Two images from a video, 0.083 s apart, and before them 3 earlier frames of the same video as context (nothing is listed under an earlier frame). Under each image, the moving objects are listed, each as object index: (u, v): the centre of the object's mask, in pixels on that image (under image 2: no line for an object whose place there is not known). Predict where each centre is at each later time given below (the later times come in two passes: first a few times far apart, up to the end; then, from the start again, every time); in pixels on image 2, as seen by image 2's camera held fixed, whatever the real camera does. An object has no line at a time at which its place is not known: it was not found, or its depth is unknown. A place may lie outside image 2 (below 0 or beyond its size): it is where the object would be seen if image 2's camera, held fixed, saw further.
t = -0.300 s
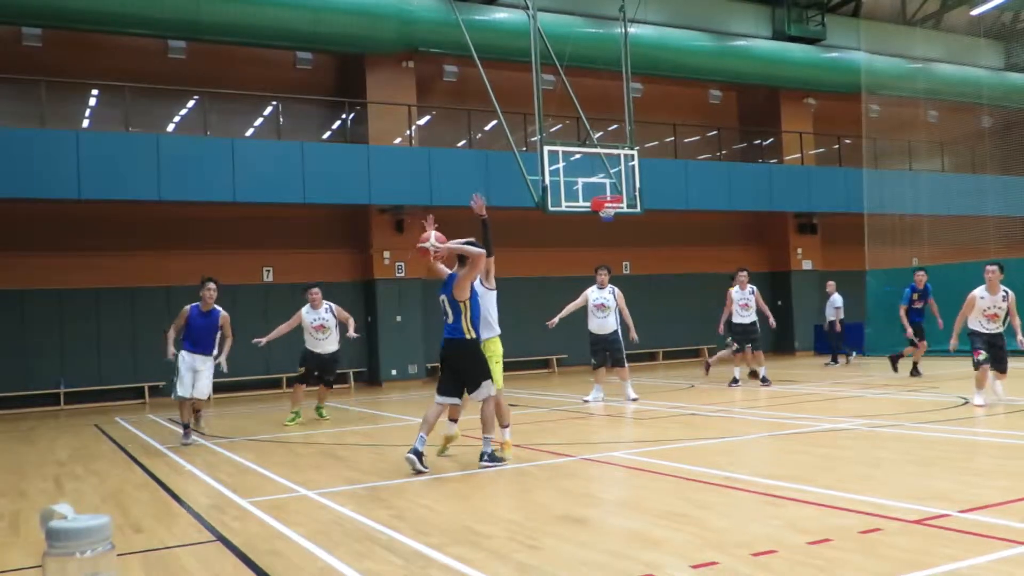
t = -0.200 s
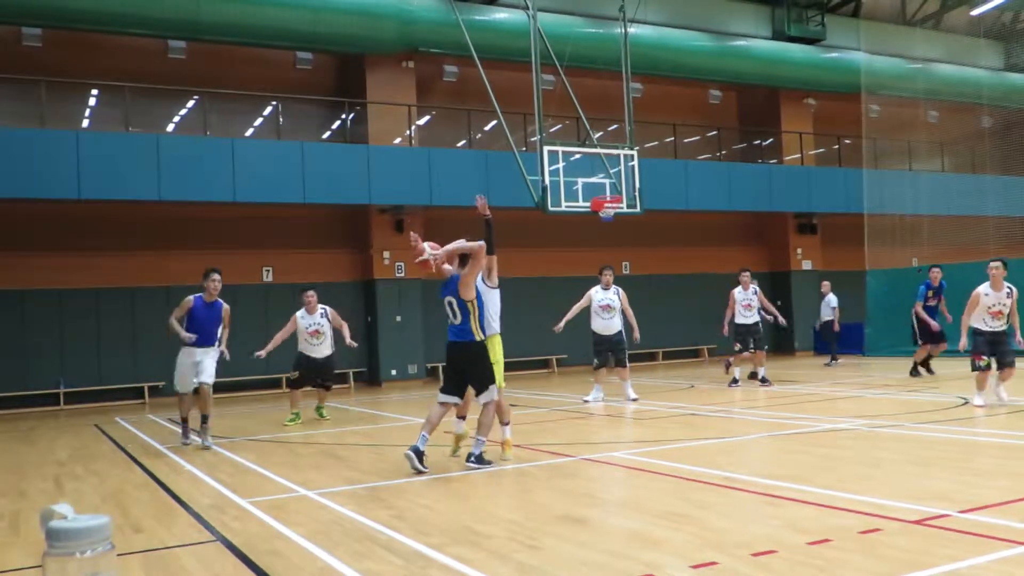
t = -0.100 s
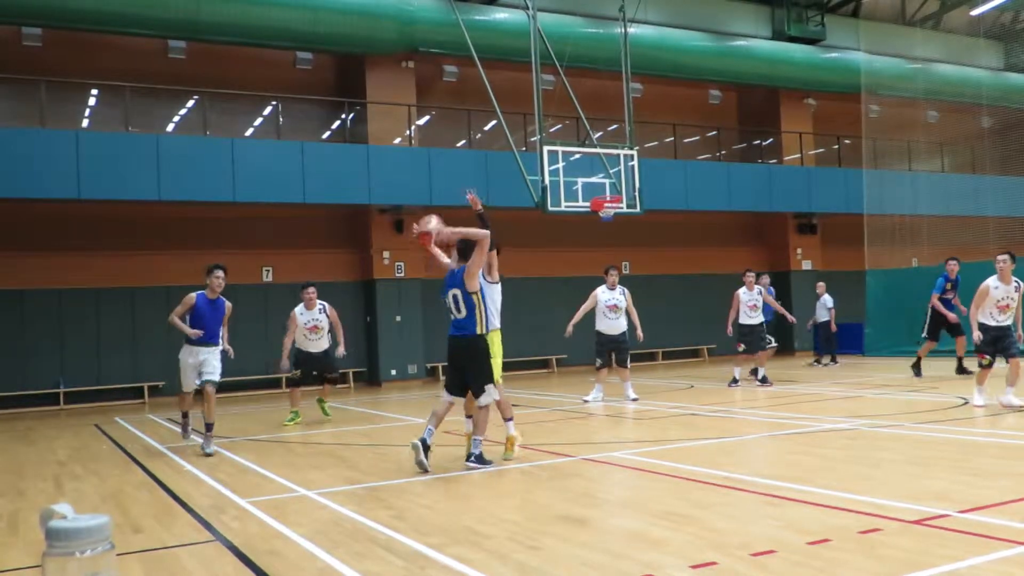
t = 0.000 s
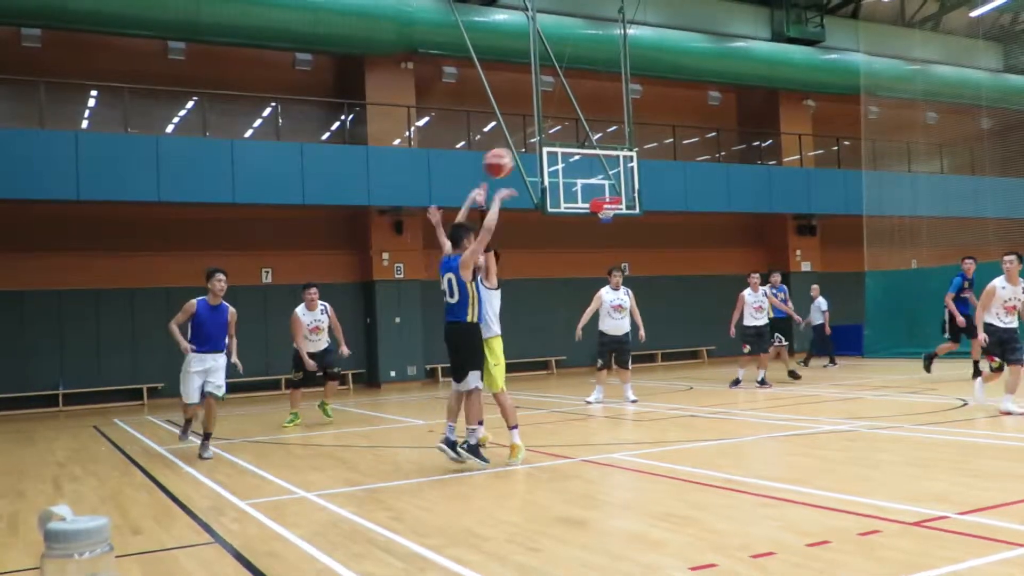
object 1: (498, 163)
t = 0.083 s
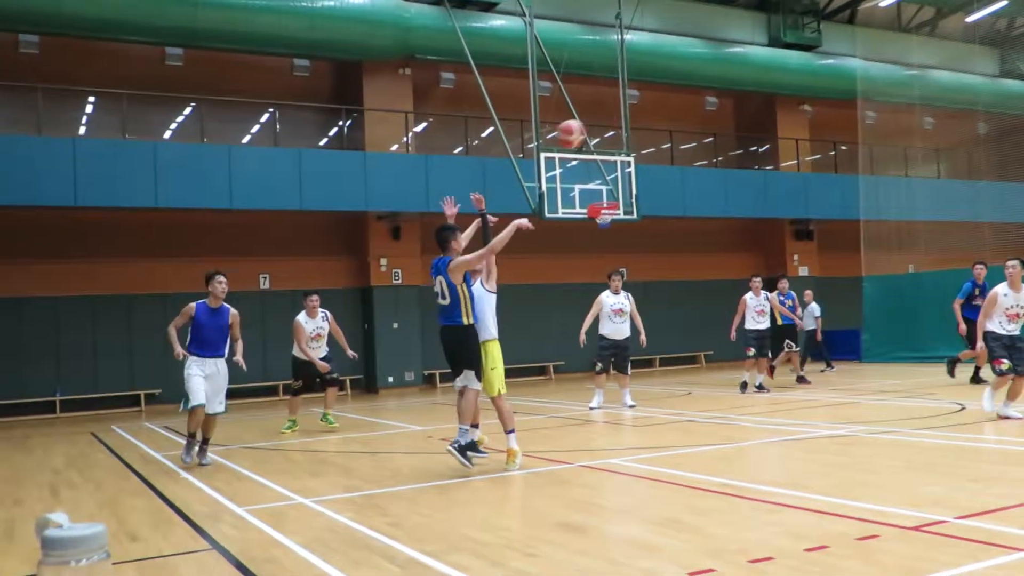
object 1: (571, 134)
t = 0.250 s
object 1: (699, 97)
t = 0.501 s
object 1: (853, 103)
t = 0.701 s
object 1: (953, 145)
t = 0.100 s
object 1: (585, 127)
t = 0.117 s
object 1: (599, 122)
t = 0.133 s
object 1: (612, 118)
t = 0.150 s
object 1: (625, 114)
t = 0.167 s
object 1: (639, 110)
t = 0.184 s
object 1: (652, 107)
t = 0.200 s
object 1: (664, 104)
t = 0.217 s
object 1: (676, 101)
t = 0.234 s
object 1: (689, 99)
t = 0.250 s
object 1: (699, 97)
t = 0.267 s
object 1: (711, 96)
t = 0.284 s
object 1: (722, 94)
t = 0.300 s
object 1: (733, 94)
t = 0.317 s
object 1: (745, 93)
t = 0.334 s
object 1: (755, 93)
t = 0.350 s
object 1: (766, 93)
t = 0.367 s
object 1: (776, 93)
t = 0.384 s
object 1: (786, 93)
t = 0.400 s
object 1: (796, 94)
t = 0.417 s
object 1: (806, 95)
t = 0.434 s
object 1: (816, 96)
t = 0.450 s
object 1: (825, 97)
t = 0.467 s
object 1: (835, 99)
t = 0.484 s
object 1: (844, 101)
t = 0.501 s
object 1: (853, 103)
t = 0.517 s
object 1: (862, 105)
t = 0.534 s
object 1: (870, 109)
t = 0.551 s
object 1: (879, 110)
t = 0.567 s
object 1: (887, 114)
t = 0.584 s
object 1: (896, 117)
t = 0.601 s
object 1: (905, 120)
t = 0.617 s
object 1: (913, 124)
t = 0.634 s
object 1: (921, 127)
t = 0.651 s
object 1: (929, 132)
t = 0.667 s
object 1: (938, 136)
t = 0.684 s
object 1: (946, 140)
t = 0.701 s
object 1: (953, 145)
